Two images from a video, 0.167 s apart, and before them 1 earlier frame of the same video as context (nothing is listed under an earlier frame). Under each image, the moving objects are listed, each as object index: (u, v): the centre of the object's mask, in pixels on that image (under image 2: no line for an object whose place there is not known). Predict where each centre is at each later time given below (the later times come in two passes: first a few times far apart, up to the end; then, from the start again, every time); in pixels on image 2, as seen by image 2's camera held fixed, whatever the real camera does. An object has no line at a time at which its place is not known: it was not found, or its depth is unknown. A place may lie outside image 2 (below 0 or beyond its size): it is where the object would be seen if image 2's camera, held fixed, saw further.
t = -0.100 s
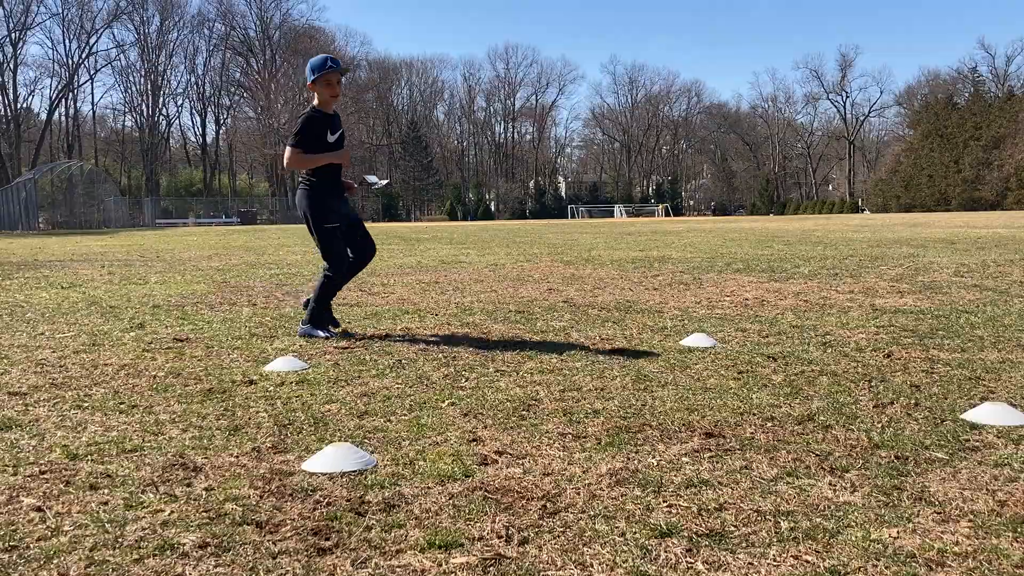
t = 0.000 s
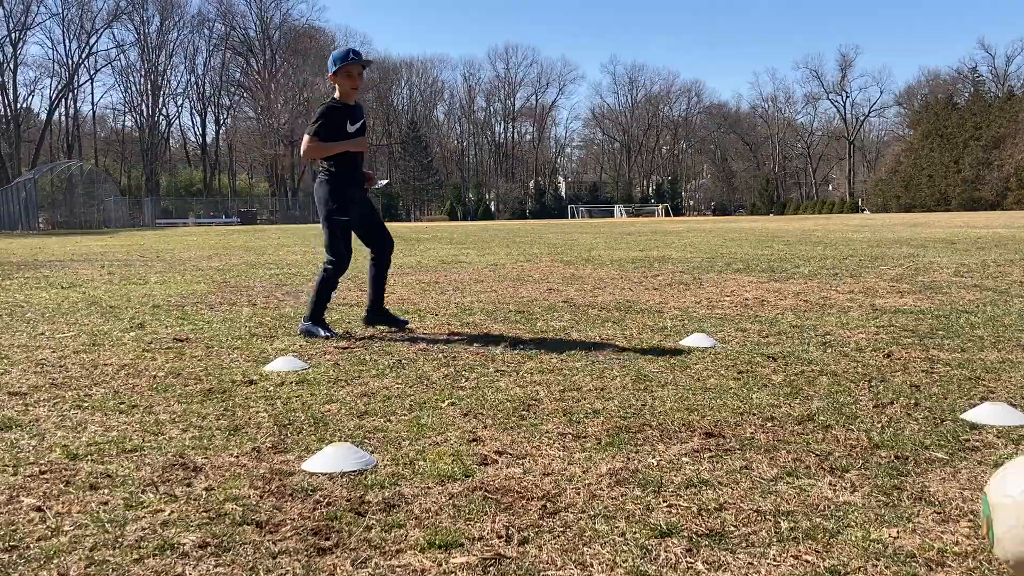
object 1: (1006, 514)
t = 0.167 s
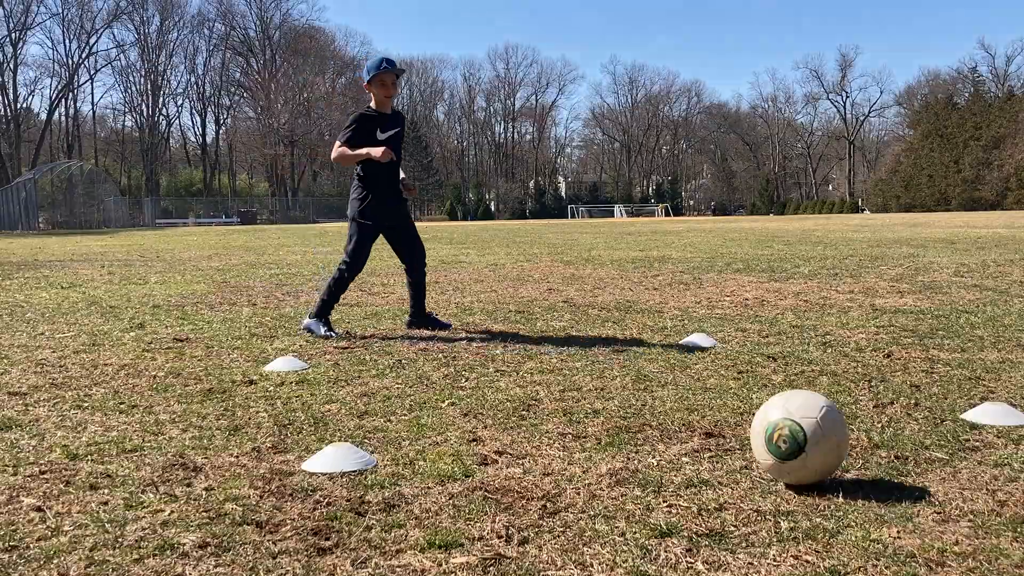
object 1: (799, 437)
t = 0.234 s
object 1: (742, 417)
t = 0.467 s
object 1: (608, 379)
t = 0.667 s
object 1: (533, 355)
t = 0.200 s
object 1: (767, 430)
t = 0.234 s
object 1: (742, 417)
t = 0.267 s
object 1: (719, 410)
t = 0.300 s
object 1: (698, 406)
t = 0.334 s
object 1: (677, 403)
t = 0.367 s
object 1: (659, 393)
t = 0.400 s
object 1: (641, 387)
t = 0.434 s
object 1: (624, 384)
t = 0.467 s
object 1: (608, 379)
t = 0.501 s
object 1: (594, 374)
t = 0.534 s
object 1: (580, 371)
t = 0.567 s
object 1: (568, 368)
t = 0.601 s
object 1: (556, 364)
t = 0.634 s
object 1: (544, 359)
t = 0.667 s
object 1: (533, 355)
